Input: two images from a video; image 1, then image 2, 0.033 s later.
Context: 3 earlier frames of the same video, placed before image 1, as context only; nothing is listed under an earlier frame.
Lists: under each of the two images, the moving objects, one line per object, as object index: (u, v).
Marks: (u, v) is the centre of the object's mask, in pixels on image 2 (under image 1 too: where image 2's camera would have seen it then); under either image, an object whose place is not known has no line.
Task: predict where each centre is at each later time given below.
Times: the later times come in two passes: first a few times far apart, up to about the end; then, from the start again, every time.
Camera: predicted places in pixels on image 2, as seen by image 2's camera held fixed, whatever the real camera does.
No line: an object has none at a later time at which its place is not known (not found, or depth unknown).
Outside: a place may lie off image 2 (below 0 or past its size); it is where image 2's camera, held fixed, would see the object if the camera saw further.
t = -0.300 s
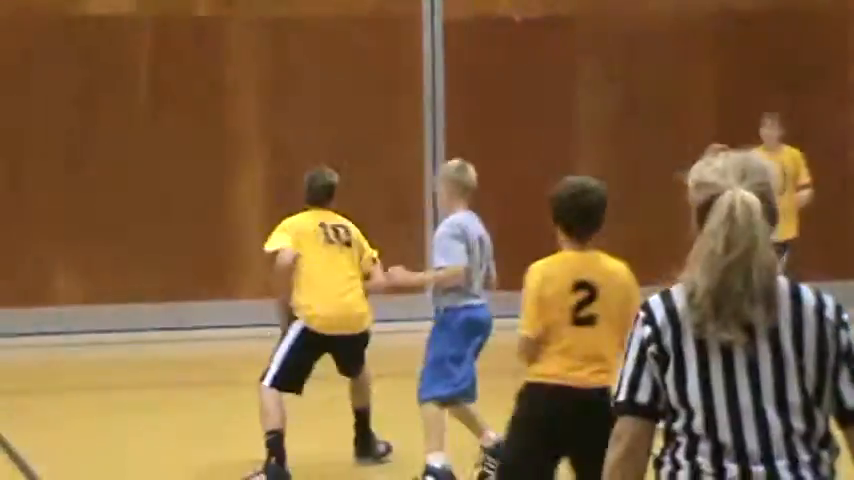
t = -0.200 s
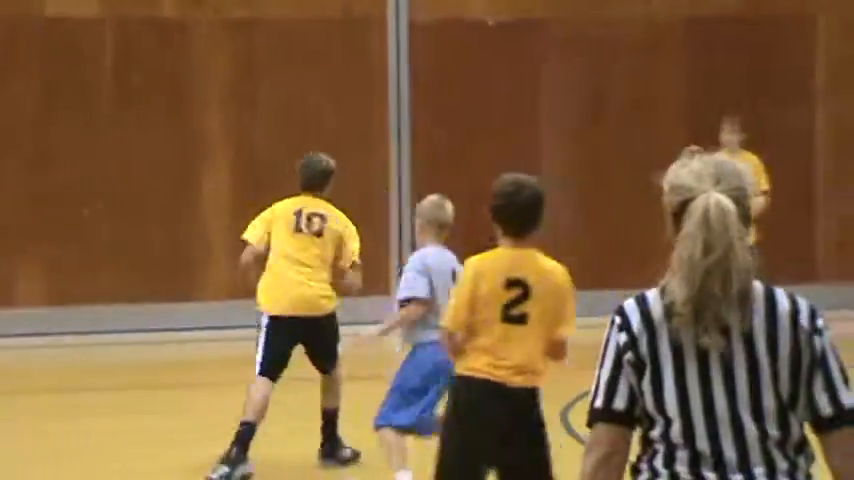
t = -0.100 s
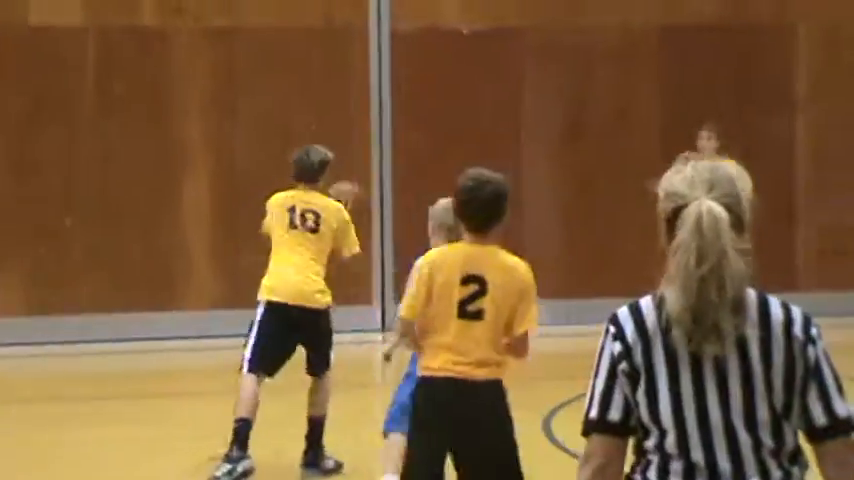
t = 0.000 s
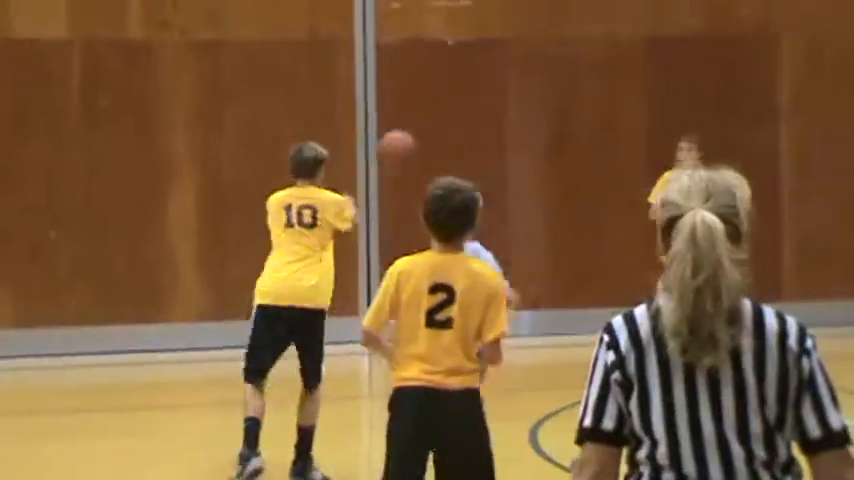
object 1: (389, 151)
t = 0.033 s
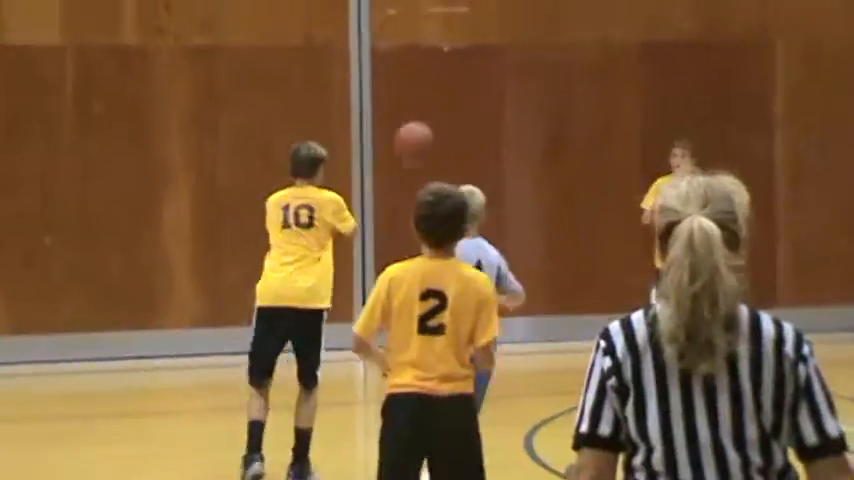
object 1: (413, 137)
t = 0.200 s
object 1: (510, 98)
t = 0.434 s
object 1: (619, 122)
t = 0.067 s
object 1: (436, 123)
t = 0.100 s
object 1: (452, 116)
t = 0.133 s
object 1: (471, 109)
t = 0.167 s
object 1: (491, 102)
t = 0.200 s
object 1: (510, 98)
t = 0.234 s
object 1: (527, 96)
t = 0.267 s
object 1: (544, 96)
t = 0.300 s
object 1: (560, 99)
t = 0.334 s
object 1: (576, 102)
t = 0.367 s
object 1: (591, 108)
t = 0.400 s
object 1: (605, 114)
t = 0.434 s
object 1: (619, 122)
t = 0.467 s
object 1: (633, 132)
